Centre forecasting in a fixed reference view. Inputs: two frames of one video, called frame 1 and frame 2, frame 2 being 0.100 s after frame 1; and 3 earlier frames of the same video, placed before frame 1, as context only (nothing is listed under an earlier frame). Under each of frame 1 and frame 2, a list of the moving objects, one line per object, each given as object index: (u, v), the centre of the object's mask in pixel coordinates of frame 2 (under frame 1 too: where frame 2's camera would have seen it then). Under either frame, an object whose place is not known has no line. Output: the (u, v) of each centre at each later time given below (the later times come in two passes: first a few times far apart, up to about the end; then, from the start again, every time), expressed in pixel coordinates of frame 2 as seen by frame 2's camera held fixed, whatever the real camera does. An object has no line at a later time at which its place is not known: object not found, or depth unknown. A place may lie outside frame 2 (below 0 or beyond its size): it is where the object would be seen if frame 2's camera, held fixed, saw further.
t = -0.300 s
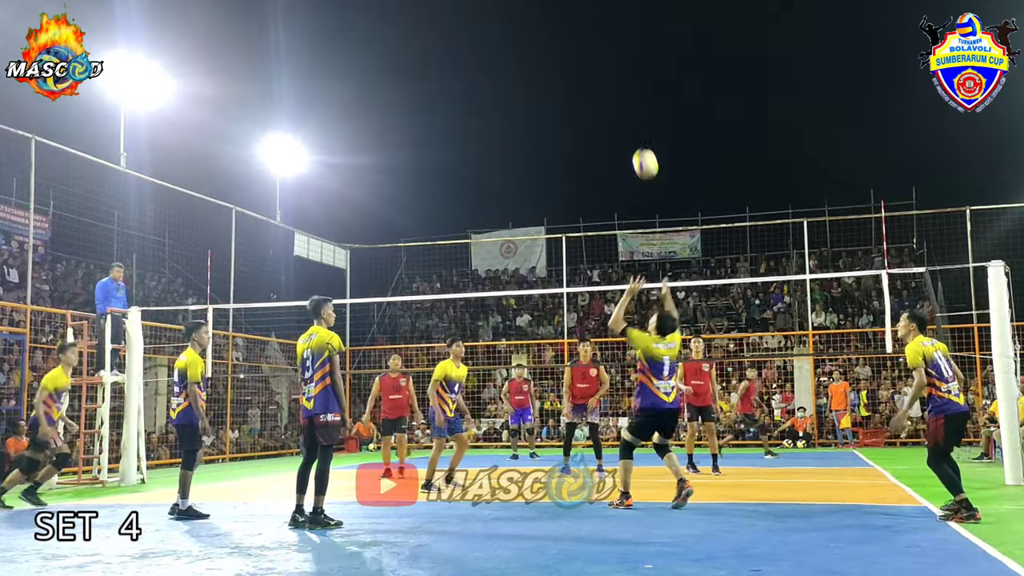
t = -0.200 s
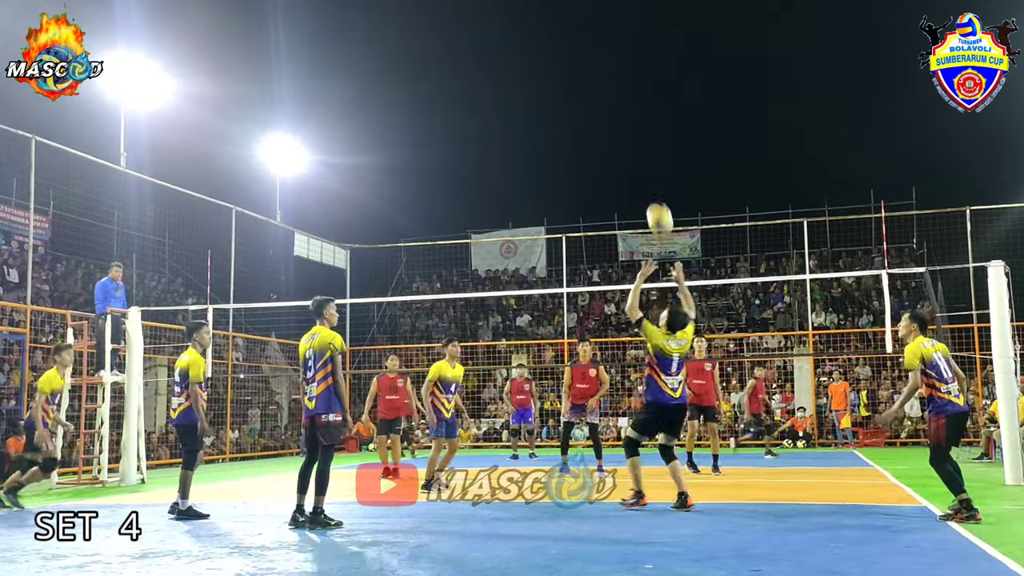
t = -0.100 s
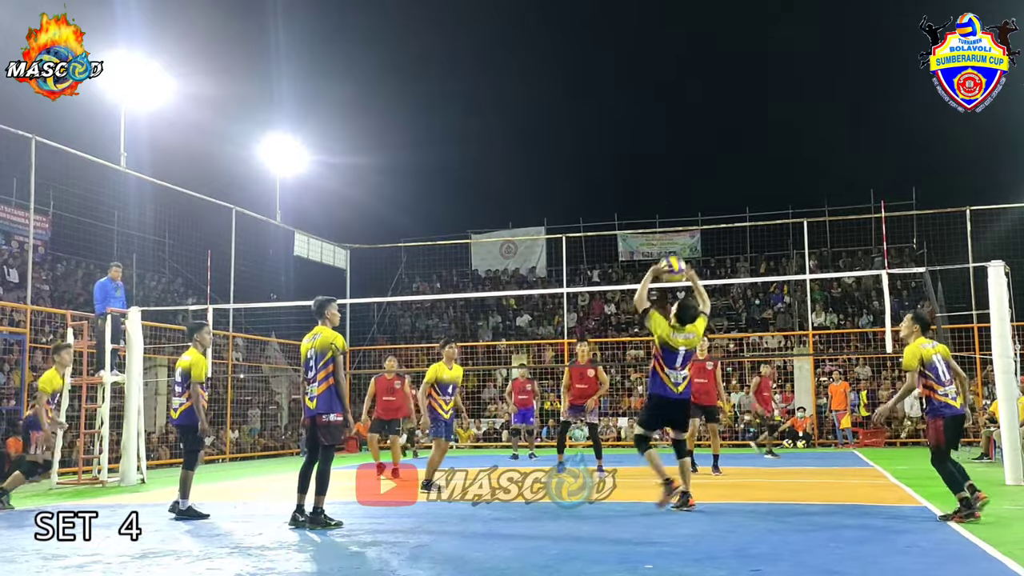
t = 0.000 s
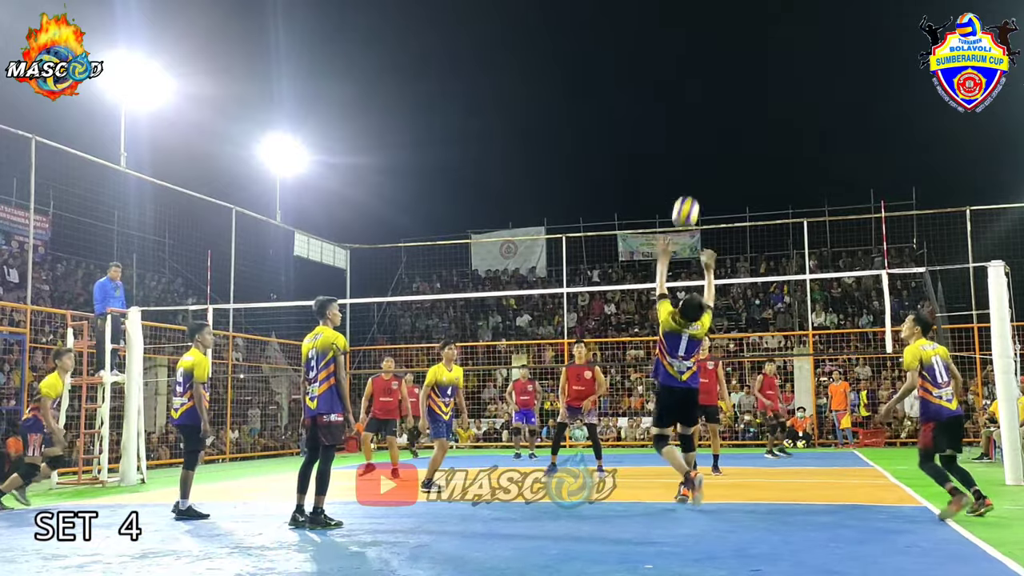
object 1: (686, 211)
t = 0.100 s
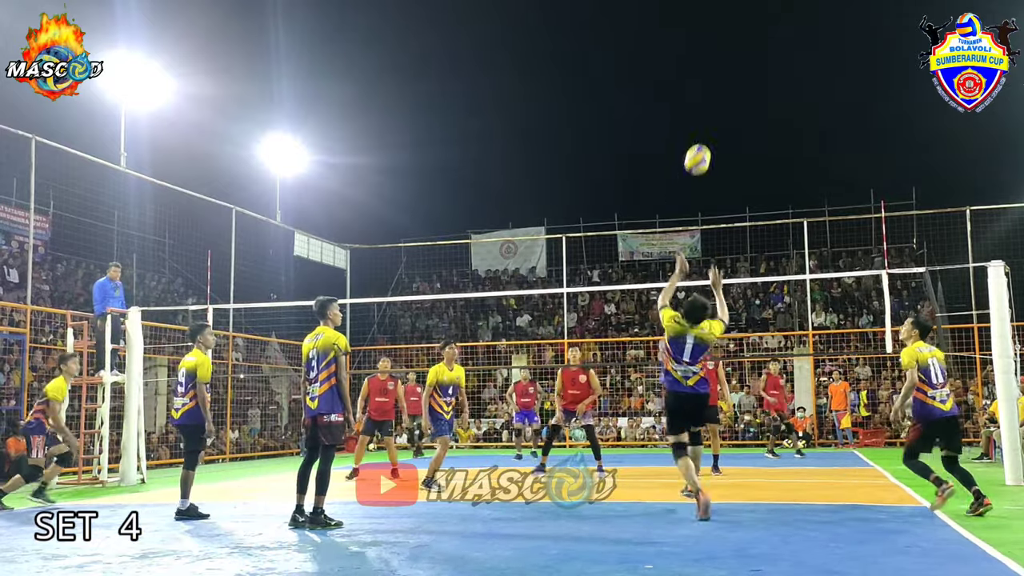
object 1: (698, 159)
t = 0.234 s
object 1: (713, 109)
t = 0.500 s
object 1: (742, 68)
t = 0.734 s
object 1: (769, 89)
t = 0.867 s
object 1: (784, 123)
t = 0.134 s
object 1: (701, 145)
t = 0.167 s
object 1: (706, 131)
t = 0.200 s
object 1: (709, 120)
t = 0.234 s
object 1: (713, 109)
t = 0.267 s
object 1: (717, 100)
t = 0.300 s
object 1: (720, 92)
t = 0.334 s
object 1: (724, 85)
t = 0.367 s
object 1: (728, 79)
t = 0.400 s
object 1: (732, 75)
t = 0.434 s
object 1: (735, 71)
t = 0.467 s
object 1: (739, 69)
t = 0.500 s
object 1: (742, 68)
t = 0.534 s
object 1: (746, 67)
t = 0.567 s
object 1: (750, 69)
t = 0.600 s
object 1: (754, 70)
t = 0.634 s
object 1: (758, 73)
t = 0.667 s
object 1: (761, 78)
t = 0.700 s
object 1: (765, 83)
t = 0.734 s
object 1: (769, 89)
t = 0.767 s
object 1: (773, 96)
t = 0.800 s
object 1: (776, 104)
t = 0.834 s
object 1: (780, 113)
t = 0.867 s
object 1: (784, 123)
